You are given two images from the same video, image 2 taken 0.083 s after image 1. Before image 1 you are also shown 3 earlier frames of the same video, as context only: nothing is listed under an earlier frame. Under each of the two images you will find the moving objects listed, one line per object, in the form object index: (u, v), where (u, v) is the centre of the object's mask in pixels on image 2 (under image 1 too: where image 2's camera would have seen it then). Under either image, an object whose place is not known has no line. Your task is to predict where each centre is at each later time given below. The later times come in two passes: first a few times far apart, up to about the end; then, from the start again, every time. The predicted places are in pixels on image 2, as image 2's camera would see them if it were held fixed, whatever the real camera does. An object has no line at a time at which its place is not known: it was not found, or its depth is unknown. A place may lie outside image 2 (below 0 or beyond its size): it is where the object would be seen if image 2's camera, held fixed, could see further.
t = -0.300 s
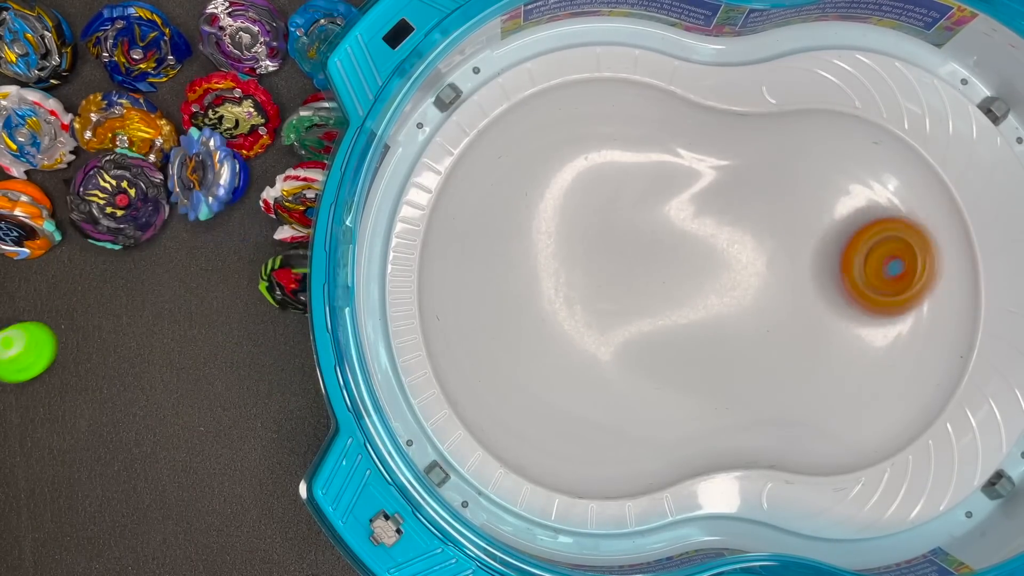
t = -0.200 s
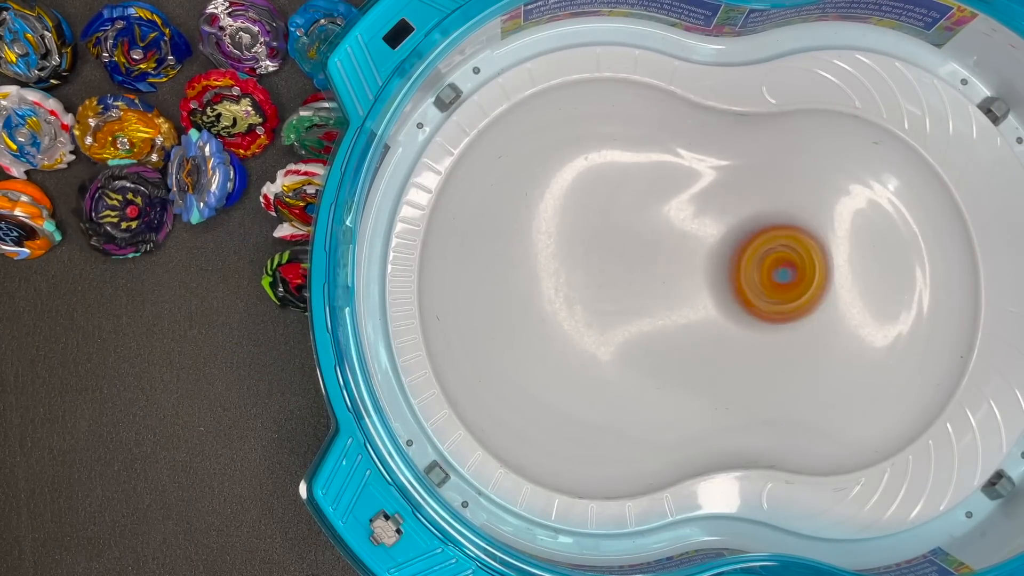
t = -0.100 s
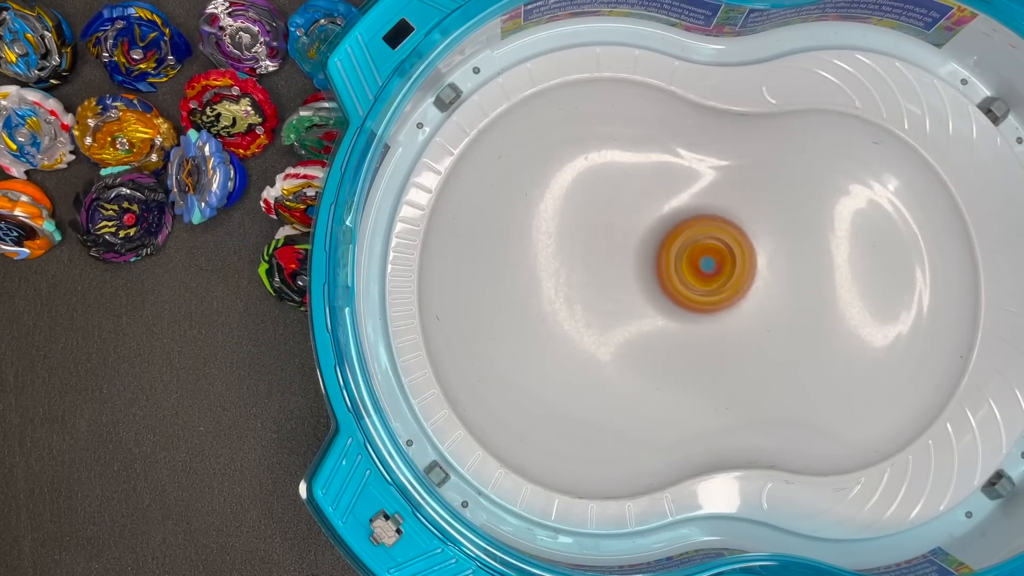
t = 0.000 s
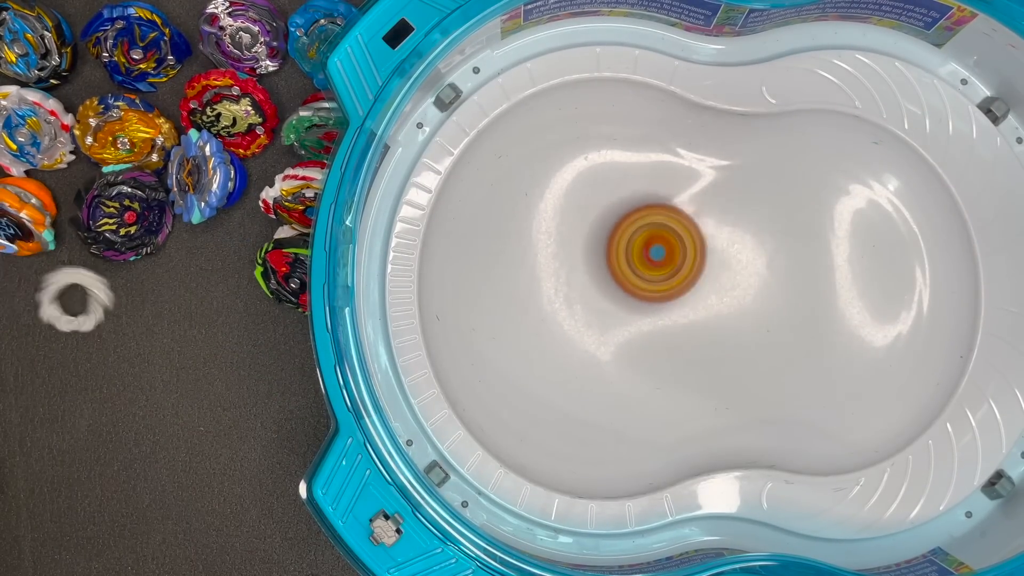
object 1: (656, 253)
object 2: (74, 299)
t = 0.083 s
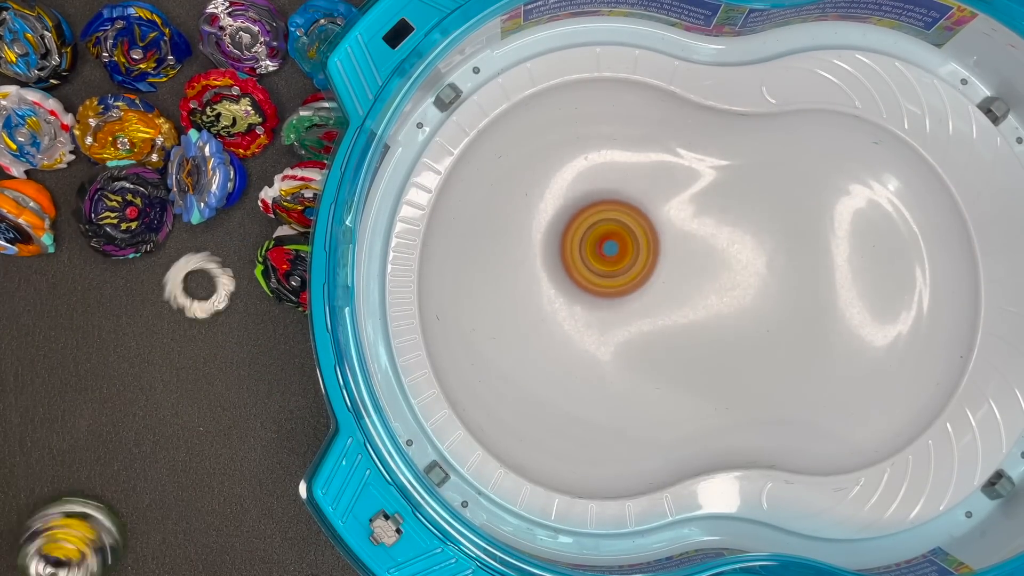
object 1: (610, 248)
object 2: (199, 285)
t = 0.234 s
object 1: (576, 274)
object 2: (236, 225)
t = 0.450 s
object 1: (619, 310)
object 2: (237, 223)
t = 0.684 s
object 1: (624, 254)
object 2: (247, 228)
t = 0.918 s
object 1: (577, 255)
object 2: (236, 225)
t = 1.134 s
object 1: (604, 282)
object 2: (247, 228)
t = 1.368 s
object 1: (621, 261)
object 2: (237, 223)
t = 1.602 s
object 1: (606, 245)
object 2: (237, 223)
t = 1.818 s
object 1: (593, 261)
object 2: (236, 225)
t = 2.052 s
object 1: (623, 282)
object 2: (247, 228)
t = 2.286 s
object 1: (649, 262)
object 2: (248, 228)
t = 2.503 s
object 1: (635, 253)
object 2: (247, 228)
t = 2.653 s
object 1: (609, 252)
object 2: (247, 228)
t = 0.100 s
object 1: (602, 249)
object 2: (212, 274)
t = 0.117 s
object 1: (596, 249)
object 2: (225, 263)
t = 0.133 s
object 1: (591, 250)
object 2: (233, 254)
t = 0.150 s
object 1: (587, 251)
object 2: (238, 244)
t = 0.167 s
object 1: (583, 253)
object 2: (243, 236)
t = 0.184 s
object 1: (580, 257)
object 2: (234, 227)
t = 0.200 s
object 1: (578, 262)
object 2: (234, 225)
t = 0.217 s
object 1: (577, 268)
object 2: (236, 224)
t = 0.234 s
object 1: (576, 274)
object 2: (236, 225)
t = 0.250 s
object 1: (577, 281)
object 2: (235, 224)
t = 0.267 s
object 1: (579, 287)
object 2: (236, 224)
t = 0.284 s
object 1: (582, 293)
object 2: (236, 224)
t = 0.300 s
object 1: (587, 298)
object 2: (237, 223)
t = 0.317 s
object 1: (592, 303)
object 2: (247, 228)
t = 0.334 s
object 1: (597, 306)
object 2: (237, 223)
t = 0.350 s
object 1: (601, 308)
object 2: (248, 228)
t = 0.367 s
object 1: (605, 309)
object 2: (248, 228)
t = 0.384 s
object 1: (609, 310)
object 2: (248, 228)
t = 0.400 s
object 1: (612, 311)
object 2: (237, 223)
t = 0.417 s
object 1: (614, 311)
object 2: (236, 225)
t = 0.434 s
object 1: (617, 311)
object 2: (236, 225)
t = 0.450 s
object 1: (619, 310)
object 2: (237, 223)
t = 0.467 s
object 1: (620, 309)
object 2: (237, 223)
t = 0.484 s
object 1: (621, 307)
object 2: (237, 223)
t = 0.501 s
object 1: (622, 305)
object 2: (237, 223)
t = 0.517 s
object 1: (623, 303)
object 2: (236, 225)
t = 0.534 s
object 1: (623, 300)
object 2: (237, 223)
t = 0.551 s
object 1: (622, 295)
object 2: (237, 223)
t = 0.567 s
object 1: (622, 289)
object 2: (248, 228)
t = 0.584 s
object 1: (623, 283)
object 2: (248, 228)
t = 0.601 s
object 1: (625, 276)
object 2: (248, 228)
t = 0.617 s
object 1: (626, 270)
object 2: (247, 228)
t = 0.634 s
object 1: (626, 265)
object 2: (247, 228)
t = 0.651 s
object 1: (626, 261)
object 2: (247, 228)
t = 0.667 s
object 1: (625, 257)
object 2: (247, 228)
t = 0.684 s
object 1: (624, 254)
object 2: (247, 228)
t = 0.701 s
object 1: (623, 252)
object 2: (247, 228)
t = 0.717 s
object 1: (620, 250)
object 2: (236, 225)
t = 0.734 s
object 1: (616, 247)
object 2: (236, 225)
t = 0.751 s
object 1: (611, 244)
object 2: (236, 225)
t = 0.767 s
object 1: (605, 243)
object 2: (236, 224)
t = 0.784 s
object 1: (599, 243)
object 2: (236, 224)
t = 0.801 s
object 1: (594, 243)
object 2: (236, 224)
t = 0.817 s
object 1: (589, 244)
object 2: (236, 224)
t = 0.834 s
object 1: (586, 245)
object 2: (236, 224)
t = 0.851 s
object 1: (583, 246)
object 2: (236, 224)
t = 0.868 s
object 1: (580, 247)
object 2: (236, 224)
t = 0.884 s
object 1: (578, 249)
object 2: (236, 224)
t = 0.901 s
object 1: (577, 252)
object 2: (236, 225)
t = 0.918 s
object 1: (577, 255)
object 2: (236, 225)
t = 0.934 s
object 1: (577, 258)
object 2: (236, 225)
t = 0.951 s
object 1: (578, 261)
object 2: (237, 223)
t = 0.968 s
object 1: (579, 264)
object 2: (237, 223)
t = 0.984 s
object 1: (581, 267)
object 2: (237, 223)
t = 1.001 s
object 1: (583, 270)
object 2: (237, 223)
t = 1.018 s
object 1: (586, 273)
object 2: (237, 223)
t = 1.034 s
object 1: (588, 275)
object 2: (237, 223)
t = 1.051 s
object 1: (592, 278)
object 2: (237, 223)
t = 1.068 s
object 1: (594, 279)
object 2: (237, 223)
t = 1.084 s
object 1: (597, 280)
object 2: (247, 228)
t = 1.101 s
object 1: (599, 281)
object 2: (247, 228)
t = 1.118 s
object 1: (601, 281)
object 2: (247, 228)
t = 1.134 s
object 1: (604, 282)
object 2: (247, 228)
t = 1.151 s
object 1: (605, 281)
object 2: (247, 228)
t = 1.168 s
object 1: (607, 281)
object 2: (247, 228)
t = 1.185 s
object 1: (609, 281)
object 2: (247, 228)
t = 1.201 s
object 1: (611, 280)
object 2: (247, 228)
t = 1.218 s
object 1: (613, 279)
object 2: (247, 228)
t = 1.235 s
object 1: (615, 278)
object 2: (247, 228)
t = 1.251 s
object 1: (617, 276)
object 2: (247, 228)
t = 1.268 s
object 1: (618, 274)
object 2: (247, 228)
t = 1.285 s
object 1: (619, 271)
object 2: (247, 228)
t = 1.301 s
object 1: (620, 269)
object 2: (237, 223)
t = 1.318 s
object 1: (621, 267)
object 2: (247, 228)
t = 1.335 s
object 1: (621, 265)
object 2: (247, 228)
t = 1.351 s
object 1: (621, 263)
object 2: (237, 223)
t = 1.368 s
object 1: (621, 261)
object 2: (237, 223)
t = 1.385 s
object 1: (622, 259)
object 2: (237, 223)
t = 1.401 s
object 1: (622, 257)
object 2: (237, 223)
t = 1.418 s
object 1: (623, 255)
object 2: (237, 223)
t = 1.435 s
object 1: (622, 252)
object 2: (237, 223)
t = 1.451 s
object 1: (622, 250)
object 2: (237, 223)
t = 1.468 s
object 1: (620, 249)
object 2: (247, 228)
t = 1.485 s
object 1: (619, 248)
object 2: (247, 228)
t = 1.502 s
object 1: (617, 248)
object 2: (247, 228)
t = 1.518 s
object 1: (615, 248)
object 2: (237, 223)
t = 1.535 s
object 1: (614, 248)
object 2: (237, 223)
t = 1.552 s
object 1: (613, 248)
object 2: (237, 223)
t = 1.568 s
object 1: (611, 247)
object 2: (237, 223)
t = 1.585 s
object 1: (609, 246)
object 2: (247, 228)
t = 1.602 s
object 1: (606, 245)
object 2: (237, 223)
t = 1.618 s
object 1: (603, 244)
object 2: (237, 223)
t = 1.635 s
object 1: (601, 244)
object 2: (237, 223)
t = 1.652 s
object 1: (599, 245)
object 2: (237, 223)
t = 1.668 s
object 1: (598, 246)
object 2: (237, 223)
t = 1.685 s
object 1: (598, 247)
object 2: (237, 223)
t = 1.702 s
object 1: (597, 247)
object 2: (237, 224)
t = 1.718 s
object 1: (596, 248)
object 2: (237, 223)
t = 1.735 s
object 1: (594, 249)
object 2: (237, 224)
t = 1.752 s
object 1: (593, 251)
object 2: (237, 223)
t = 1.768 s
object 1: (592, 253)
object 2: (237, 224)
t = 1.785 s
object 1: (592, 256)
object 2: (247, 228)
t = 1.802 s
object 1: (593, 259)
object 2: (237, 224)
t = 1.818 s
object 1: (593, 261)
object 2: (236, 225)
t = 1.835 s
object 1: (594, 263)
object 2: (247, 228)
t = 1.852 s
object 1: (594, 265)
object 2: (247, 228)
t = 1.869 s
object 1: (594, 268)
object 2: (247, 228)
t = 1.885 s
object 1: (595, 272)
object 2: (247, 228)
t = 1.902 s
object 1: (597, 275)
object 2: (247, 228)
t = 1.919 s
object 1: (600, 277)
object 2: (247, 228)
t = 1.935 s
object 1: (602, 278)
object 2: (247, 228)
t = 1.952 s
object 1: (605, 279)
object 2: (247, 228)
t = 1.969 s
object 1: (607, 280)
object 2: (247, 228)
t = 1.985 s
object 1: (609, 282)
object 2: (247, 228)
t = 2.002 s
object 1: (613, 283)
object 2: (247, 228)
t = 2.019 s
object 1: (616, 284)
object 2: (247, 228)
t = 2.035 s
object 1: (620, 283)
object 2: (247, 228)
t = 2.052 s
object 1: (623, 282)
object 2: (247, 228)
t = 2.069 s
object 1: (624, 280)
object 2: (247, 228)
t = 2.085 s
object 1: (626, 280)
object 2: (247, 228)
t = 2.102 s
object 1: (629, 280)
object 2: (247, 228)
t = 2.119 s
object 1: (632, 279)
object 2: (247, 228)
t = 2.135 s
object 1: (635, 277)
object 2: (247, 228)
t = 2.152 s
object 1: (637, 275)
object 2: (247, 228)
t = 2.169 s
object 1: (638, 273)
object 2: (247, 228)
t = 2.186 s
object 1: (639, 272)
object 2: (247, 228)
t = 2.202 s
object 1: (641, 271)
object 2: (247, 228)
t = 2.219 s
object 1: (644, 269)
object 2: (247, 228)
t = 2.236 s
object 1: (646, 267)
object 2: (247, 228)
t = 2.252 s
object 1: (647, 265)
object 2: (247, 228)
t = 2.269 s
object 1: (648, 263)
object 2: (248, 228)
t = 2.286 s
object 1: (649, 262)
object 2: (248, 228)
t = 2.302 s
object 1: (650, 261)
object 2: (248, 228)
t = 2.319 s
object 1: (652, 259)
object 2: (248, 228)
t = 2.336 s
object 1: (651, 257)
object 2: (247, 228)
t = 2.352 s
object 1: (650, 256)
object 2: (247, 228)
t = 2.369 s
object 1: (649, 256)
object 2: (247, 228)
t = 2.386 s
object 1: (648, 256)
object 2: (247, 228)
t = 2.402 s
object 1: (648, 255)
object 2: (247, 228)
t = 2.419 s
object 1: (646, 254)
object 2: (247, 228)
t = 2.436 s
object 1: (643, 254)
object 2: (247, 228)
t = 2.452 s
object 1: (641, 254)
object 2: (247, 228)
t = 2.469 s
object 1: (639, 255)
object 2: (247, 228)
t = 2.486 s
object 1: (638, 255)
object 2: (247, 228)
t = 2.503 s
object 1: (635, 253)
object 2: (247, 228)
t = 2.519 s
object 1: (631, 253)
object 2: (248, 228)
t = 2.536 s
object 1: (628, 254)
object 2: (247, 228)
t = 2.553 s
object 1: (626, 254)
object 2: (248, 228)
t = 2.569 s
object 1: (624, 253)
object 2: (248, 228)
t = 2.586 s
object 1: (620, 252)
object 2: (247, 228)
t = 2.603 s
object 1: (616, 252)
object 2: (248, 228)
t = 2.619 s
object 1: (613, 252)
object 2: (248, 228)
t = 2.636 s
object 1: (611, 253)
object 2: (247, 228)
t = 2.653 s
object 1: (609, 252)
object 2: (247, 228)
